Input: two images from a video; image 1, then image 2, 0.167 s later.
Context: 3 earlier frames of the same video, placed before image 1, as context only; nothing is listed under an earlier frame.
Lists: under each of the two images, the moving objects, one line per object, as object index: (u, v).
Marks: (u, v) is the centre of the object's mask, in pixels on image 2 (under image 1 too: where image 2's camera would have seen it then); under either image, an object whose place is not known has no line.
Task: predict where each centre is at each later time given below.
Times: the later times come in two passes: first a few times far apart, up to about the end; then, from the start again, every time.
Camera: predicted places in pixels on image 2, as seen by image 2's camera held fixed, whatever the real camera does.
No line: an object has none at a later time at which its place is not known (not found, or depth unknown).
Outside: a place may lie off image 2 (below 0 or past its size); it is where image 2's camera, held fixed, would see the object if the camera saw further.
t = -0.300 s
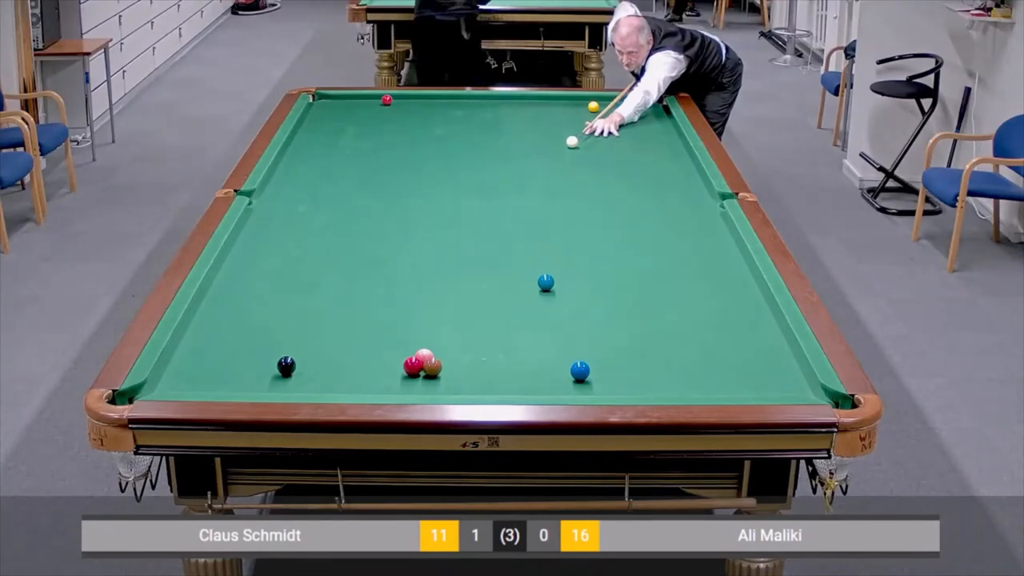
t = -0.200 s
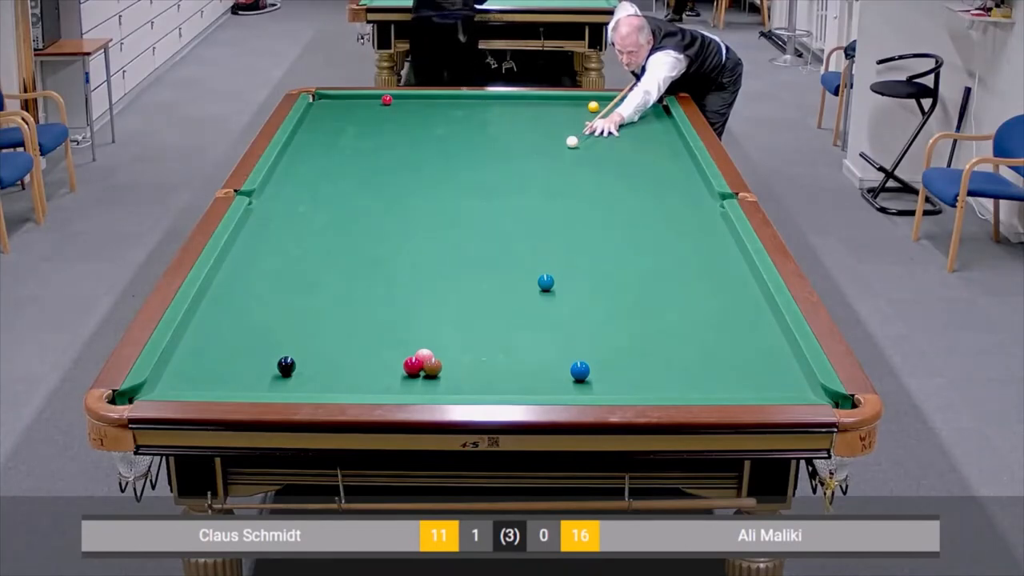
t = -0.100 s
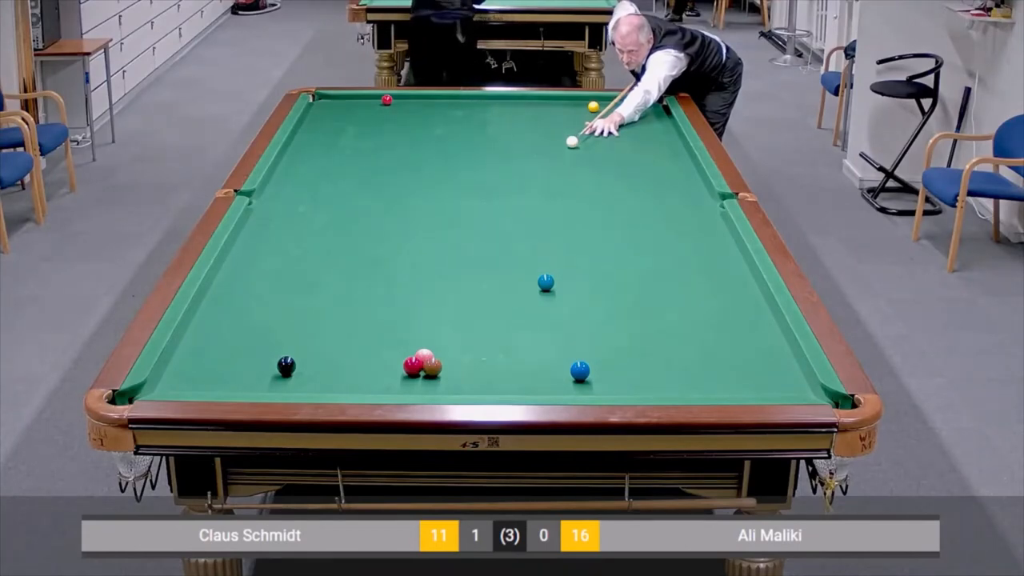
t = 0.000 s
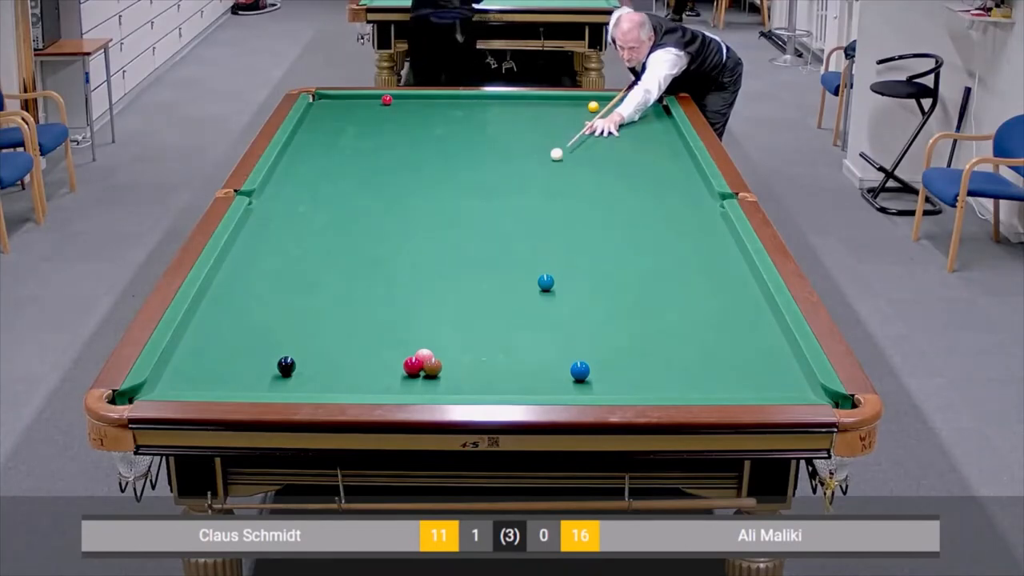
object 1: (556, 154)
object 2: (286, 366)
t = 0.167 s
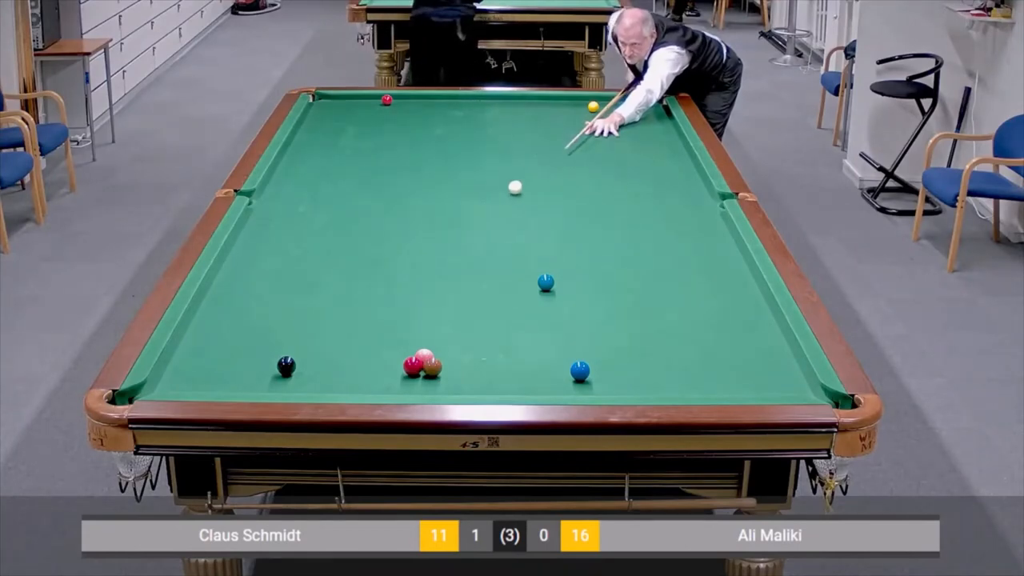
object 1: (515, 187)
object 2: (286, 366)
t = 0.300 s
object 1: (480, 216)
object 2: (286, 366)
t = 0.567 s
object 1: (396, 283)
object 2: (286, 366)
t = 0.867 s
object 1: (318, 373)
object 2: (237, 380)
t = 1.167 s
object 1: (377, 364)
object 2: (197, 358)
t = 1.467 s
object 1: (415, 337)
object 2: (278, 329)
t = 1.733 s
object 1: (444, 317)
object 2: (341, 305)
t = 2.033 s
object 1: (473, 297)
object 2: (404, 282)
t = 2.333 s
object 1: (499, 280)
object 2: (460, 262)
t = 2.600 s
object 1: (520, 267)
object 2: (505, 245)
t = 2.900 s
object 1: (541, 254)
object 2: (549, 229)
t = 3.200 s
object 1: (560, 242)
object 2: (589, 215)
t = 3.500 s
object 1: (578, 232)
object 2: (625, 202)
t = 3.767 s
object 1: (591, 224)
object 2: (652, 191)
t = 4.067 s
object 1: (605, 215)
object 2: (681, 181)
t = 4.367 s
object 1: (617, 208)
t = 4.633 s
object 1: (627, 202)
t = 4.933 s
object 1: (636, 197)
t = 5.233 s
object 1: (645, 192)
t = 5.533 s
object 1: (653, 188)
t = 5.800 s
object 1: (658, 185)
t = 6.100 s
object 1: (664, 182)
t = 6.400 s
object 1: (668, 180)
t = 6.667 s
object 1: (671, 178)
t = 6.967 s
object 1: (674, 177)
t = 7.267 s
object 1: (675, 176)
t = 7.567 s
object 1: (676, 176)
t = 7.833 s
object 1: (676, 176)
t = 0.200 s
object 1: (506, 194)
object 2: (286, 366)
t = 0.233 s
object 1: (497, 201)
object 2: (286, 366)
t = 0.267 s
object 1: (489, 208)
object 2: (286, 366)
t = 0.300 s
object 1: (480, 216)
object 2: (286, 366)
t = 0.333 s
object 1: (470, 223)
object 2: (286, 366)
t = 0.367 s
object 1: (461, 231)
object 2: (286, 366)
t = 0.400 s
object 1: (451, 239)
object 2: (286, 366)
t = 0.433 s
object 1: (441, 247)
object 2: (286, 366)
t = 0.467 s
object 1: (430, 255)
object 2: (286, 366)
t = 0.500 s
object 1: (419, 264)
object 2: (286, 366)
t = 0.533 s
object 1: (408, 274)
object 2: (286, 366)
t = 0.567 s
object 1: (396, 283)
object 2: (286, 366)
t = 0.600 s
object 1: (384, 293)
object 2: (286, 366)
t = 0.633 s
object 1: (372, 303)
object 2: (286, 366)
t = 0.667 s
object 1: (359, 314)
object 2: (286, 366)
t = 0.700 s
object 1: (345, 325)
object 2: (286, 366)
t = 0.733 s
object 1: (331, 337)
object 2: (286, 366)
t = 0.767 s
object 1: (317, 349)
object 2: (286, 366)
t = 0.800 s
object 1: (303, 361)
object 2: (284, 366)
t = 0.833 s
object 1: (311, 367)
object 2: (261, 373)
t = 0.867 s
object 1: (318, 373)
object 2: (237, 380)
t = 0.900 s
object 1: (325, 380)
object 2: (214, 385)
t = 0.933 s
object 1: (332, 384)
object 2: (193, 387)
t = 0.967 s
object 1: (337, 389)
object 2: (183, 384)
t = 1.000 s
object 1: (345, 386)
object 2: (174, 380)
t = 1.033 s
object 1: (352, 383)
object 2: (165, 375)
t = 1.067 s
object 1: (359, 378)
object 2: (165, 370)
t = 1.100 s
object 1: (365, 373)
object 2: (177, 366)
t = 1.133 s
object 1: (371, 369)
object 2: (188, 362)
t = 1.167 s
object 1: (377, 364)
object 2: (197, 358)
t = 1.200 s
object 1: (382, 360)
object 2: (207, 355)
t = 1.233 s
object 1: (387, 357)
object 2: (216, 352)
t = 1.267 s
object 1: (391, 353)
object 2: (225, 348)
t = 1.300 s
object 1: (396, 351)
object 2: (234, 344)
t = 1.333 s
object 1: (400, 348)
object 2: (243, 341)
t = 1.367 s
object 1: (403, 345)
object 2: (252, 338)
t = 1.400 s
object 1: (407, 342)
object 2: (261, 335)
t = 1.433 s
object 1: (411, 340)
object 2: (269, 332)
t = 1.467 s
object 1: (415, 337)
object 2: (278, 329)
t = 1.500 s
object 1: (419, 334)
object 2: (286, 326)
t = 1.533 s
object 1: (423, 332)
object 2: (294, 323)
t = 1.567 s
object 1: (426, 329)
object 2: (302, 320)
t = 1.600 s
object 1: (430, 327)
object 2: (310, 317)
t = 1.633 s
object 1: (433, 325)
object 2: (318, 314)
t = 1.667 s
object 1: (437, 322)
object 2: (326, 311)
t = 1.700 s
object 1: (440, 320)
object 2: (334, 308)
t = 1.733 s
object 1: (444, 317)
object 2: (341, 305)
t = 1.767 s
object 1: (447, 315)
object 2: (349, 303)
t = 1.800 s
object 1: (451, 313)
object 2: (356, 300)
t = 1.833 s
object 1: (454, 310)
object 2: (363, 297)
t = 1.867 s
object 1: (457, 308)
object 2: (370, 295)
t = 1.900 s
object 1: (461, 306)
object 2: (377, 292)
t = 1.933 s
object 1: (464, 304)
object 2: (384, 289)
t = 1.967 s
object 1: (467, 302)
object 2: (391, 287)
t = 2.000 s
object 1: (470, 300)
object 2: (398, 285)
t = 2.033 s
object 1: (473, 297)
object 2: (404, 282)
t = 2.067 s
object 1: (476, 295)
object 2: (411, 280)
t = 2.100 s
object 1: (479, 294)
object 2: (418, 277)
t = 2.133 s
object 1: (482, 292)
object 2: (424, 275)
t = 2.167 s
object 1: (485, 289)
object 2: (430, 273)
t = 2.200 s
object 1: (488, 288)
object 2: (436, 270)
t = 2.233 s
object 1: (491, 286)
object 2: (443, 268)
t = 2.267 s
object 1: (494, 284)
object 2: (449, 266)
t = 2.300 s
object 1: (497, 282)
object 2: (455, 264)
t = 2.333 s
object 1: (499, 280)
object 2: (460, 262)
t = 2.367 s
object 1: (502, 278)
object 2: (466, 260)
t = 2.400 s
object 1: (505, 277)
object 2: (472, 257)
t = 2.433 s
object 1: (507, 275)
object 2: (478, 256)
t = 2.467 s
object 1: (510, 273)
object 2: (483, 253)
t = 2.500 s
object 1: (512, 272)
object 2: (489, 251)
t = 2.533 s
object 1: (515, 270)
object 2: (494, 249)
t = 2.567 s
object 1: (518, 269)
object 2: (499, 248)
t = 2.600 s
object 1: (520, 267)
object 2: (505, 245)
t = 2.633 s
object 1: (523, 265)
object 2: (510, 243)
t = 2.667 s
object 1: (525, 264)
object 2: (515, 242)
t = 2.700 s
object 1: (527, 262)
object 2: (520, 240)
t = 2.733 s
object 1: (530, 261)
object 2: (525, 238)
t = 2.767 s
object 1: (532, 259)
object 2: (530, 236)
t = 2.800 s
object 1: (534, 258)
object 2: (535, 234)
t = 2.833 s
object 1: (537, 256)
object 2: (540, 233)
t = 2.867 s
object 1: (539, 255)
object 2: (545, 231)
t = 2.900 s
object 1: (541, 254)
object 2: (549, 229)
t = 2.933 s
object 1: (544, 252)
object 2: (554, 228)
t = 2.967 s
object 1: (546, 251)
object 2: (559, 226)
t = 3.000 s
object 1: (548, 250)
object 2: (563, 224)
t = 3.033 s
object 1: (550, 248)
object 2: (568, 222)
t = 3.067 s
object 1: (552, 247)
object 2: (572, 221)
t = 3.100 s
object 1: (554, 246)
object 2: (577, 219)
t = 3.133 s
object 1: (556, 245)
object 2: (581, 218)
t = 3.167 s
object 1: (558, 243)
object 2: (585, 216)
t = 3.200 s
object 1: (560, 242)
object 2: (589, 215)
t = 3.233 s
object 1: (562, 241)
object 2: (593, 213)
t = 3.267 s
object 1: (564, 240)
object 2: (597, 212)
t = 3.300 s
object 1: (566, 238)
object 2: (601, 210)
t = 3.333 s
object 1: (568, 237)
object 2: (605, 209)
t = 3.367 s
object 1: (570, 236)
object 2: (609, 207)
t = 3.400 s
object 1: (572, 235)
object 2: (613, 206)
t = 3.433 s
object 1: (574, 234)
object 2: (617, 204)
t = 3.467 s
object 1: (576, 233)
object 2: (621, 203)
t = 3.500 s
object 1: (578, 232)
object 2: (625, 202)
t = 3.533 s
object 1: (579, 230)
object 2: (628, 200)
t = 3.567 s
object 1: (581, 229)
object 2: (632, 199)
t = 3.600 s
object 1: (583, 228)
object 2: (635, 198)
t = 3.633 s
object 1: (585, 227)
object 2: (639, 197)
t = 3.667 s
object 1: (586, 227)
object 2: (642, 195)
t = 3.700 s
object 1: (588, 225)
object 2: (646, 194)
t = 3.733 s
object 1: (590, 224)
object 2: (649, 192)
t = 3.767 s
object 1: (591, 224)
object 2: (652, 191)
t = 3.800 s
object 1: (593, 222)
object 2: (656, 190)
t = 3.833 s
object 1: (595, 221)
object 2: (659, 189)
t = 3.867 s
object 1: (596, 221)
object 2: (662, 188)
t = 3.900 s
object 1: (597, 220)
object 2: (666, 186)
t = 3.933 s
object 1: (599, 219)
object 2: (669, 185)
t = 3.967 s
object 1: (600, 218)
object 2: (672, 184)
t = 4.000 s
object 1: (602, 217)
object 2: (675, 183)
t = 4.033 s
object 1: (603, 216)
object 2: (678, 182)
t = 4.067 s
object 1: (605, 215)
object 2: (681, 181)
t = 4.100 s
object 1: (607, 214)
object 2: (684, 180)
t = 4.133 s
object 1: (608, 214)
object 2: (687, 179)
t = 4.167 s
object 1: (609, 213)
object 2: (690, 178)
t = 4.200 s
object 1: (611, 212)
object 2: (693, 177)
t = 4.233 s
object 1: (612, 211)
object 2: (695, 176)
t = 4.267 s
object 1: (613, 210)
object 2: (698, 175)
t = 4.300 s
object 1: (614, 210)
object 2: (698, 174)
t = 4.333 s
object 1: (616, 209)
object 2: (696, 173)
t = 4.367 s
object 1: (617, 208)
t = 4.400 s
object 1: (618, 207)
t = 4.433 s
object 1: (620, 207)
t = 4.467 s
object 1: (621, 206)
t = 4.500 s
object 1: (622, 205)
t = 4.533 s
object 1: (623, 204)
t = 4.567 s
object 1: (624, 203)
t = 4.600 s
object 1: (626, 203)
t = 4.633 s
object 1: (627, 202)
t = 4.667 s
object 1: (628, 202)
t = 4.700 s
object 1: (629, 201)
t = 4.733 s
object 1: (630, 200)
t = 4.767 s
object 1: (631, 200)
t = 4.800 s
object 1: (632, 199)
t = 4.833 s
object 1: (633, 199)
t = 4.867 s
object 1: (634, 198)
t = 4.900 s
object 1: (635, 197)
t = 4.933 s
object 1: (636, 197)
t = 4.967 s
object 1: (637, 196)
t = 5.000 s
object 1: (638, 196)
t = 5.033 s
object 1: (639, 195)
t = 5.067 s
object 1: (640, 194)
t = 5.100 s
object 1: (641, 194)
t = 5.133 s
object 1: (642, 194)
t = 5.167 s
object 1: (643, 193)
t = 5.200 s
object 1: (644, 193)
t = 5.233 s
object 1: (645, 192)
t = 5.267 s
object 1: (646, 191)
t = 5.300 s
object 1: (647, 191)
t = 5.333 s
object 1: (648, 191)
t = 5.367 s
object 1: (648, 190)
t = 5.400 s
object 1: (649, 190)
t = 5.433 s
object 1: (650, 189)
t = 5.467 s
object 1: (651, 189)
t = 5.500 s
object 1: (652, 189)
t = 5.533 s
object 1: (653, 188)
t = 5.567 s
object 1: (653, 188)
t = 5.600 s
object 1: (654, 187)
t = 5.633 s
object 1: (655, 187)
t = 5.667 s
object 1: (655, 186)
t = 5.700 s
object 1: (656, 186)
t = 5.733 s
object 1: (657, 186)
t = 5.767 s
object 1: (657, 186)
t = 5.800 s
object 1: (658, 185)
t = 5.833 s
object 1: (659, 185)
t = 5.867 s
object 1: (660, 184)
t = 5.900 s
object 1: (660, 184)
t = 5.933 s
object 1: (661, 184)
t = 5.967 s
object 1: (661, 183)
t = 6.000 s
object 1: (662, 183)
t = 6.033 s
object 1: (663, 183)
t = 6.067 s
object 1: (663, 182)
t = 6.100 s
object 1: (664, 182)
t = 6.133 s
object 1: (664, 182)
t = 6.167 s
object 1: (665, 182)
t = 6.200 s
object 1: (665, 181)
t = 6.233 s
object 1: (666, 181)
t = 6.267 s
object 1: (666, 181)
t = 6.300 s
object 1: (667, 180)
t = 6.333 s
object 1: (667, 180)
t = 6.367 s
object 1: (668, 180)
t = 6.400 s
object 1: (668, 180)
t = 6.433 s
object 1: (668, 179)
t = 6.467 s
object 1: (669, 179)
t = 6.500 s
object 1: (669, 179)
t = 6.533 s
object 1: (670, 179)
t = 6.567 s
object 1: (670, 179)
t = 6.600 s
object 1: (671, 178)
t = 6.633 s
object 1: (671, 178)
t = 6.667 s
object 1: (671, 178)
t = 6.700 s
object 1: (672, 178)
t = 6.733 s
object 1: (672, 178)
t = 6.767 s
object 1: (672, 178)
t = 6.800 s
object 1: (672, 178)
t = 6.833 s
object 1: (673, 177)
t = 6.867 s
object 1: (673, 177)
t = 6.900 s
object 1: (673, 177)
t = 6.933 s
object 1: (674, 177)
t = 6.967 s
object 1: (674, 177)
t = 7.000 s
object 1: (674, 177)
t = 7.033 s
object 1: (674, 177)
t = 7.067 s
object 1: (674, 177)
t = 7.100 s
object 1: (675, 177)
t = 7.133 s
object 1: (675, 176)
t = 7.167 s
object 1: (675, 176)
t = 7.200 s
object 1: (675, 176)
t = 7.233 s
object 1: (675, 176)
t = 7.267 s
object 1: (675, 176)
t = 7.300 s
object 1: (675, 176)
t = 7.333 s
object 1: (675, 176)
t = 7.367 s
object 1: (675, 176)
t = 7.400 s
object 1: (675, 176)
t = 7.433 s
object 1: (675, 176)
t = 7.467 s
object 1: (675, 176)
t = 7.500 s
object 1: (675, 176)
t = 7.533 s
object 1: (676, 176)
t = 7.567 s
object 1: (676, 176)
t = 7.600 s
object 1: (675, 176)
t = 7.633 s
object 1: (675, 176)
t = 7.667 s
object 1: (675, 176)
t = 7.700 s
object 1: (675, 176)
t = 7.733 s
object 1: (675, 176)
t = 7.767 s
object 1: (675, 176)
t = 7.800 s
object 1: (676, 176)
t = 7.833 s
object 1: (676, 176)
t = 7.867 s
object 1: (675, 176)
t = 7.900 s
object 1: (676, 176)
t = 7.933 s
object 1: (675, 176)
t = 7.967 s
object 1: (675, 176)
